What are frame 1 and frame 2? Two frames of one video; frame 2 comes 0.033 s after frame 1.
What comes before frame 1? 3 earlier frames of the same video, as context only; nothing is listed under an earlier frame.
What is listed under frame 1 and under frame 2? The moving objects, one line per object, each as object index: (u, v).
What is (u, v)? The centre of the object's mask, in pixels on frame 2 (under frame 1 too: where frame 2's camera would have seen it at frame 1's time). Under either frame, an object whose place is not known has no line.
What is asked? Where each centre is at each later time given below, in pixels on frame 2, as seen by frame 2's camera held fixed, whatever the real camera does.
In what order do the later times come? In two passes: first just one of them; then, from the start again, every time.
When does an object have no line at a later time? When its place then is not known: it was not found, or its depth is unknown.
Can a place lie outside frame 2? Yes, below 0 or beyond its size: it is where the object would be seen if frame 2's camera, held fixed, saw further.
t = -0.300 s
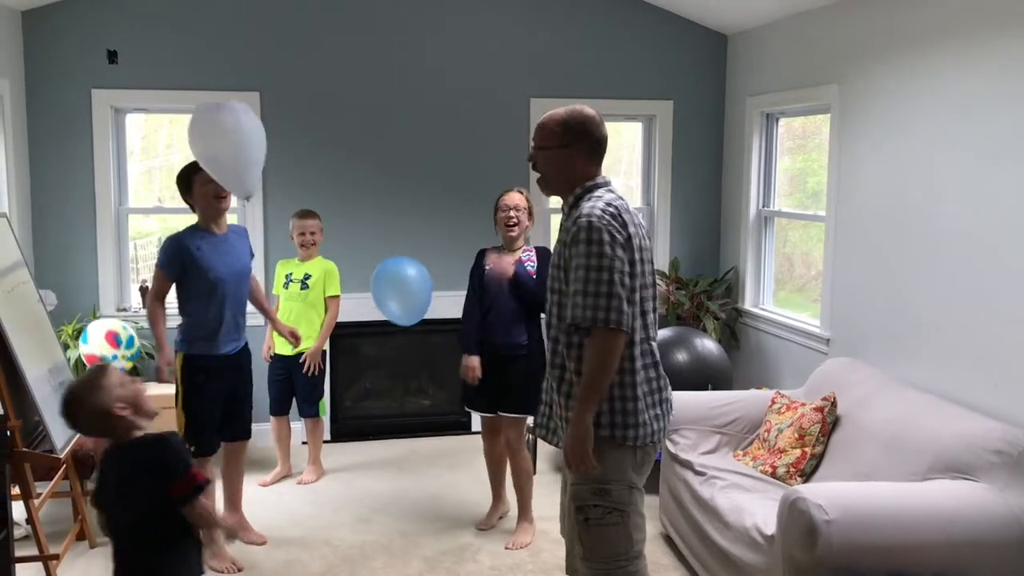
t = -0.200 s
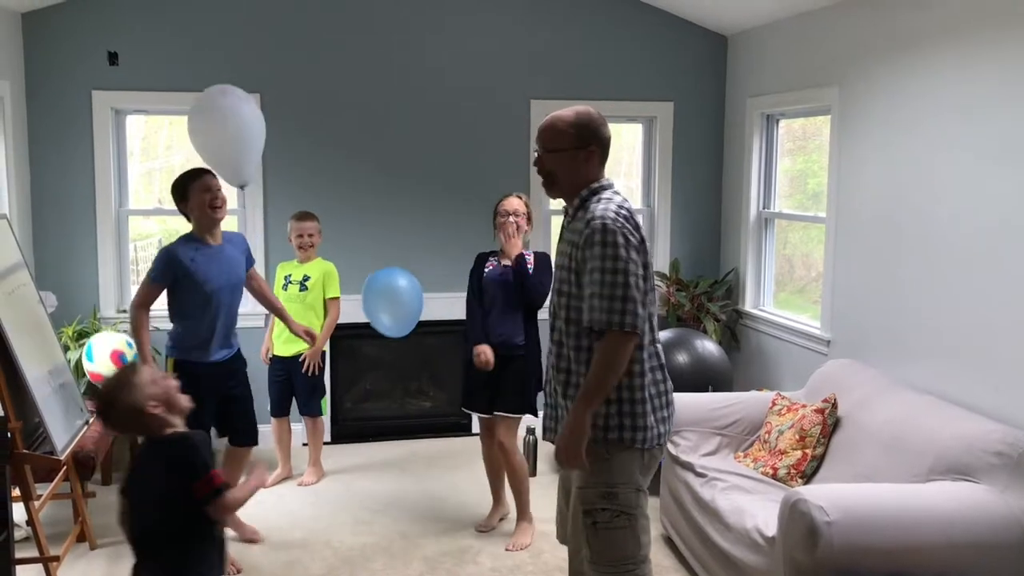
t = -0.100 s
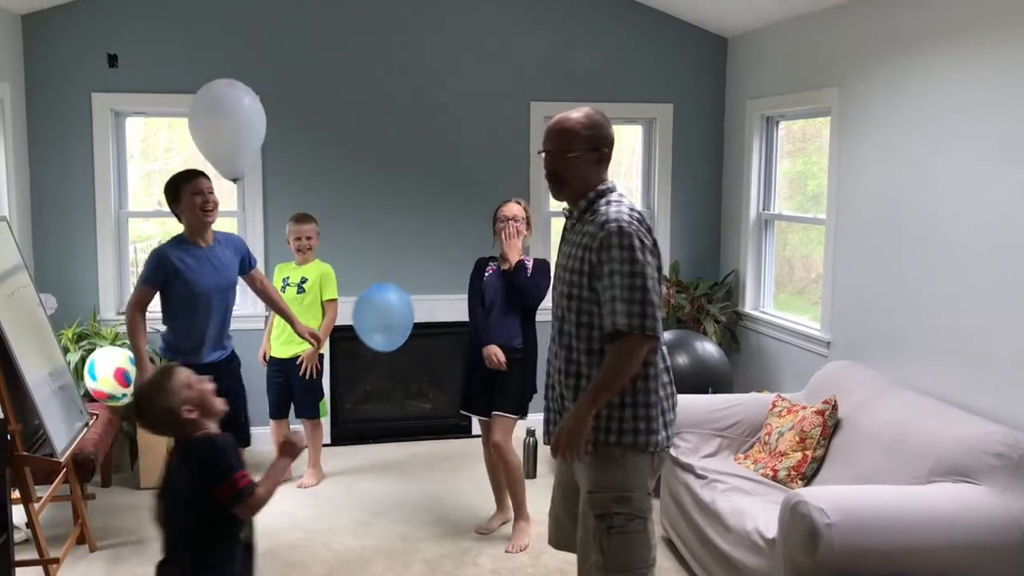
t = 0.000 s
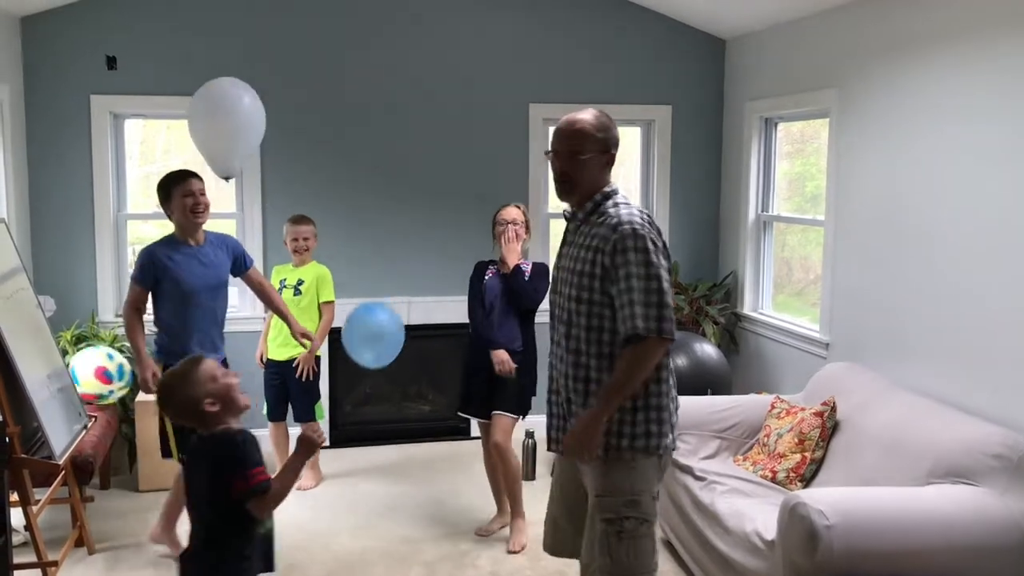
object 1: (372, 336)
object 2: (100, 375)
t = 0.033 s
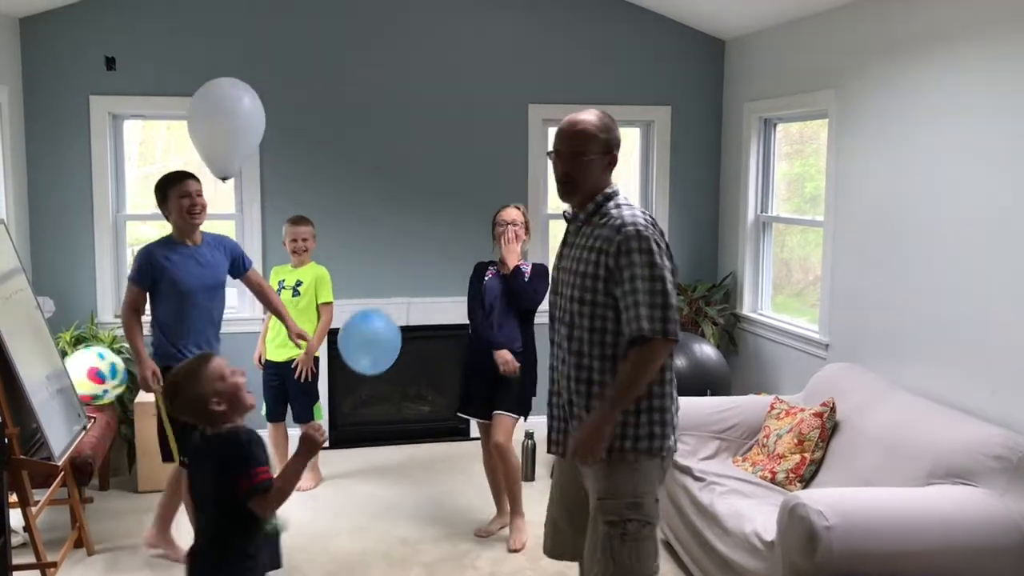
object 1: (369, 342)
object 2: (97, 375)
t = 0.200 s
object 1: (357, 374)
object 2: (85, 373)
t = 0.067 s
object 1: (367, 348)
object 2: (94, 374)
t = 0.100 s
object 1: (364, 354)
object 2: (91, 373)
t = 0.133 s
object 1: (361, 361)
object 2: (89, 373)
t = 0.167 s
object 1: (359, 368)
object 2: (87, 373)
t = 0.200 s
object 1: (357, 374)
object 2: (85, 373)
